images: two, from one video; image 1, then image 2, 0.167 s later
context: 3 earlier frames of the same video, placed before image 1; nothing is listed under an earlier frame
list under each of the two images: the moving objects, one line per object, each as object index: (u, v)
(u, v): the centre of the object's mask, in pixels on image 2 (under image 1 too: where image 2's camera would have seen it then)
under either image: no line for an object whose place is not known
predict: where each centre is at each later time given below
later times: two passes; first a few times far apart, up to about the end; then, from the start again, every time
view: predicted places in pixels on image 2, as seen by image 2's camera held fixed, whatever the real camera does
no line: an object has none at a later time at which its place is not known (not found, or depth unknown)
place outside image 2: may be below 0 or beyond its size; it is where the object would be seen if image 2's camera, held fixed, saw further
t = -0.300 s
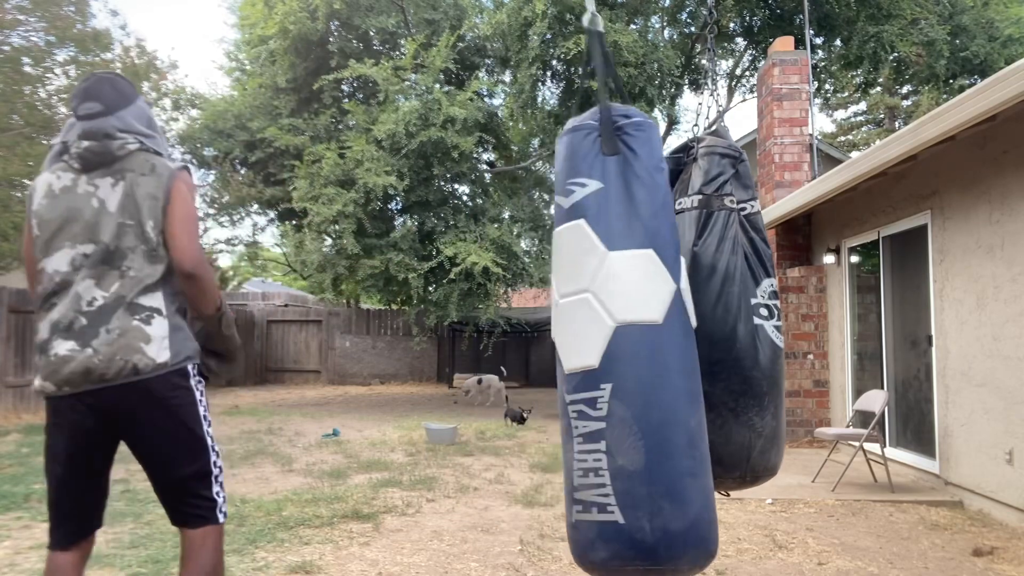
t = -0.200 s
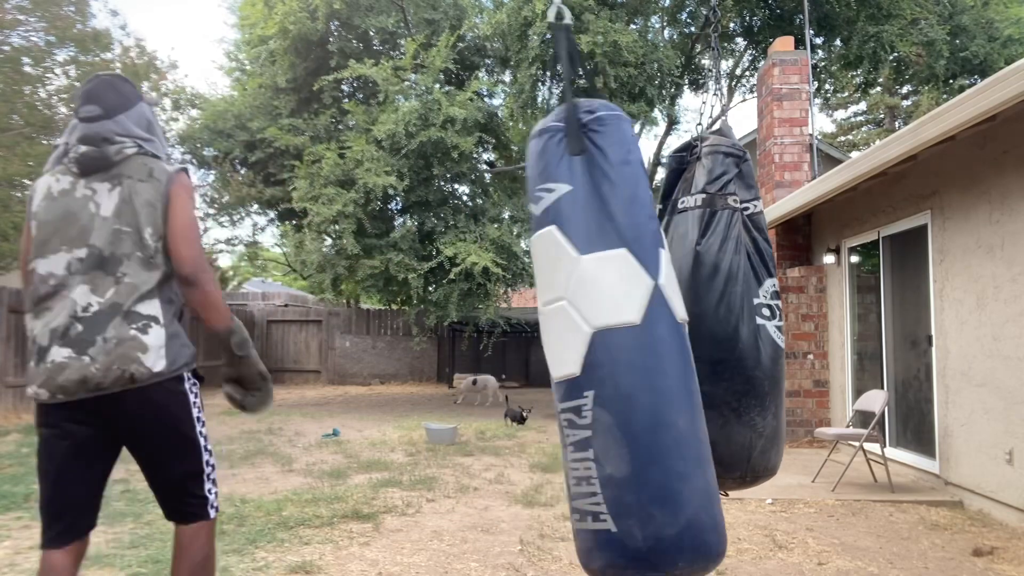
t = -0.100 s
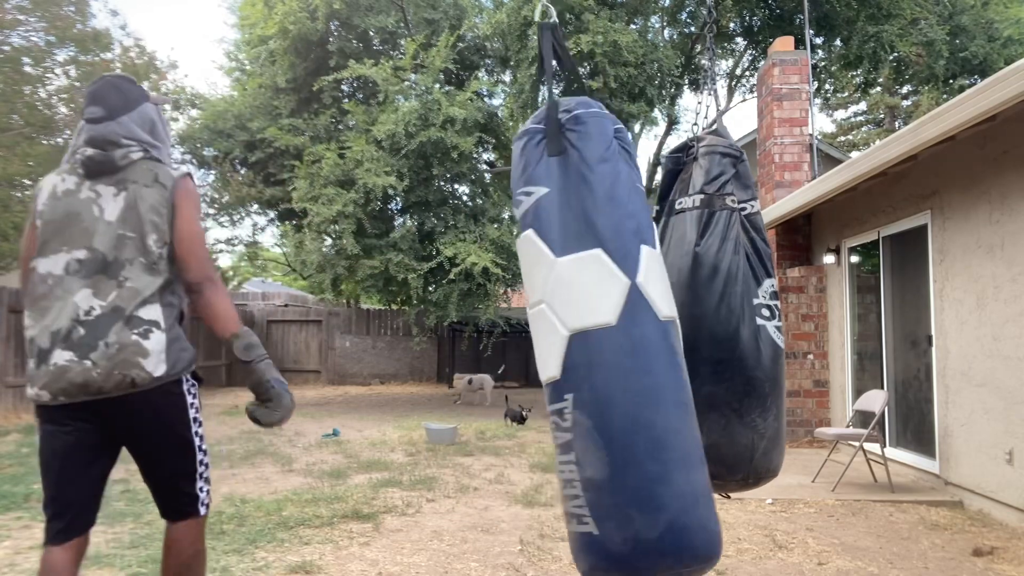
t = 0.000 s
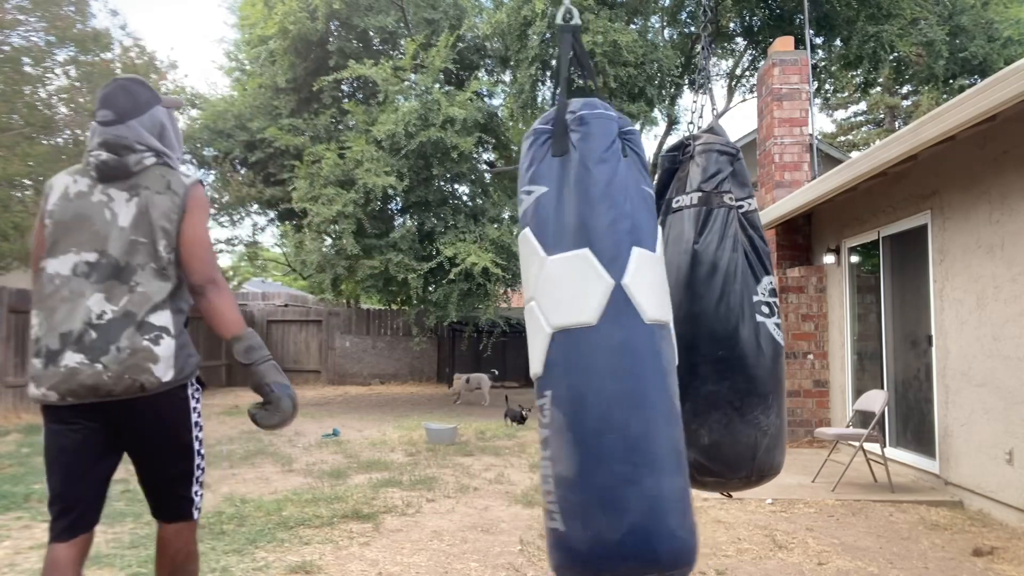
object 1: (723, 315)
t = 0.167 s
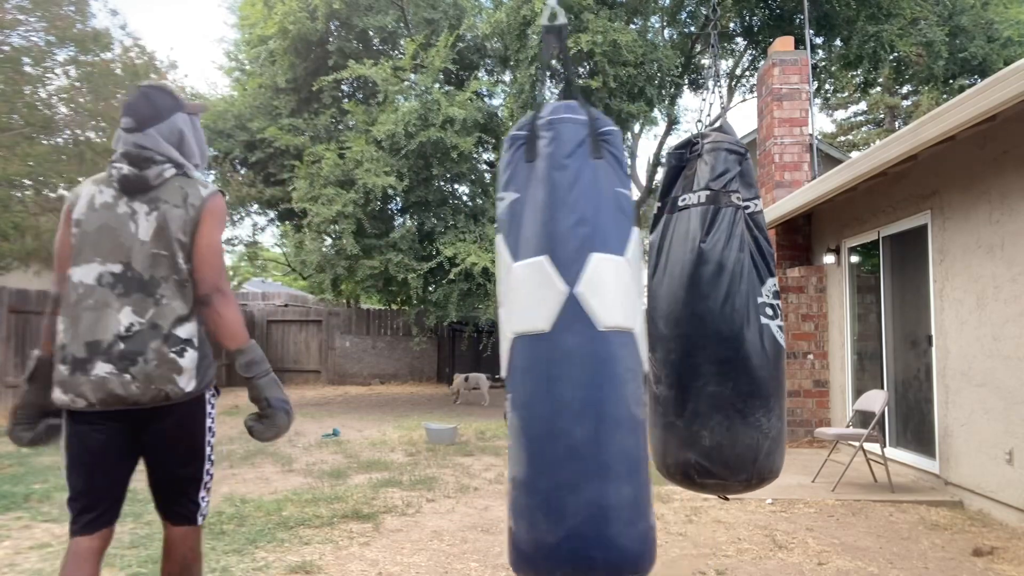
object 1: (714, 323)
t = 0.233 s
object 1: (715, 323)
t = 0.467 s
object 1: (712, 324)
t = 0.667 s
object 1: (713, 324)
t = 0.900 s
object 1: (709, 325)
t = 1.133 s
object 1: (710, 325)
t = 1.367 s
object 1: (708, 325)
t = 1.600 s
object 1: (708, 325)
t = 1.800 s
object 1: (708, 324)
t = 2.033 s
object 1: (708, 324)
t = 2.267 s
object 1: (711, 324)
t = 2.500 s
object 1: (719, 318)
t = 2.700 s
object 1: (728, 314)
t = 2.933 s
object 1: (722, 317)
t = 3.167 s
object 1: (716, 326)
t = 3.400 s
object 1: (714, 327)
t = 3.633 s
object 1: (714, 326)
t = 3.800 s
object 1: (712, 326)
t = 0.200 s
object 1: (715, 323)
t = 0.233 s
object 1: (715, 323)
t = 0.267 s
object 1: (715, 324)
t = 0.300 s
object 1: (714, 324)
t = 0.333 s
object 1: (713, 324)
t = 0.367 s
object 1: (712, 324)
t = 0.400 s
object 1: (711, 324)
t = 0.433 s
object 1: (712, 324)
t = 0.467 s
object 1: (712, 324)
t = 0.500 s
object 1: (712, 324)
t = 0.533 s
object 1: (712, 325)
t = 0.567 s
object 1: (713, 324)
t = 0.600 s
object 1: (713, 323)
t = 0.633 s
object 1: (713, 323)
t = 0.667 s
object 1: (713, 324)
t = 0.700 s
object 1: (712, 324)
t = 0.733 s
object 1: (712, 324)
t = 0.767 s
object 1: (711, 325)
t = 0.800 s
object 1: (710, 324)
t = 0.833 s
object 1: (709, 324)
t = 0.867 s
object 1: (709, 324)
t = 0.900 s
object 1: (709, 325)
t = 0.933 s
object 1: (710, 325)
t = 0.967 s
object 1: (710, 324)
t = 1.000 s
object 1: (711, 324)
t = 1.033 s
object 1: (711, 323)
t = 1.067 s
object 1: (711, 323)
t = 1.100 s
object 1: (710, 324)
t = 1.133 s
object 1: (710, 325)
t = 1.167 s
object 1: (709, 325)
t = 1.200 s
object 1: (708, 325)
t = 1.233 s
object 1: (707, 324)
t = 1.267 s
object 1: (707, 325)
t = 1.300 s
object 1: (707, 325)
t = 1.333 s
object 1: (708, 325)
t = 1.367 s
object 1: (708, 325)
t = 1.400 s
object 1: (709, 324)
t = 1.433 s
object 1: (709, 324)
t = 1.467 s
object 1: (709, 324)
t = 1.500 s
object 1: (709, 324)
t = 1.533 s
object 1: (709, 324)
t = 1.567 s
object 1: (708, 324)
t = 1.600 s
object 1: (708, 325)
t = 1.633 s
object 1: (707, 325)
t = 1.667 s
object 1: (707, 325)
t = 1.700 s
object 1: (707, 324)
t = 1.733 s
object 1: (707, 324)
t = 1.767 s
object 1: (708, 324)
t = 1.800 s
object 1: (708, 324)
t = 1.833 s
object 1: (710, 324)
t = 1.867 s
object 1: (710, 324)
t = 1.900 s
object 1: (710, 324)
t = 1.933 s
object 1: (710, 324)
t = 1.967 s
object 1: (709, 324)
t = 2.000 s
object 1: (709, 324)
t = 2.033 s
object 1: (708, 324)
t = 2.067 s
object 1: (709, 325)
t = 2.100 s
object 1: (709, 325)
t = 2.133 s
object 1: (709, 324)
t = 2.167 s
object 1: (709, 325)
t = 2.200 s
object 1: (710, 324)
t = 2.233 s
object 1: (711, 325)
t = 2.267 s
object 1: (711, 324)
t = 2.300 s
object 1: (712, 324)
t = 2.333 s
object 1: (713, 323)
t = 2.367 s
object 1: (714, 322)
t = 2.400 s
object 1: (715, 321)
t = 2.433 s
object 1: (716, 320)
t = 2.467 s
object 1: (717, 319)
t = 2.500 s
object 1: (719, 318)
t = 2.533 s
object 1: (721, 317)
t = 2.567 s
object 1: (723, 317)
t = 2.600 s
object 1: (725, 317)
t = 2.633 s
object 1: (726, 316)
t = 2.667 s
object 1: (728, 315)
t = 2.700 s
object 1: (728, 314)
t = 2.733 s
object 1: (727, 313)
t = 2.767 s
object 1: (727, 312)
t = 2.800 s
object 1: (726, 313)
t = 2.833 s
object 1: (725, 314)
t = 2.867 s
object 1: (724, 315)
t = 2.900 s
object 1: (723, 316)
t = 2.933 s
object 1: (722, 317)
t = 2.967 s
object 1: (721, 318)
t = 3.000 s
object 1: (721, 320)
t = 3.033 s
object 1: (720, 321)
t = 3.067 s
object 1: (719, 322)
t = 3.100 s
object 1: (718, 324)
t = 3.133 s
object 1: (717, 325)
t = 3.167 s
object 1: (716, 326)
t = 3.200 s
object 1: (716, 326)
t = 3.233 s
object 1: (715, 327)
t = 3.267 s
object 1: (714, 327)
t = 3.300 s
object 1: (714, 327)
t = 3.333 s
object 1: (714, 327)
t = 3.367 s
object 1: (714, 327)
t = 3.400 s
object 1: (714, 327)
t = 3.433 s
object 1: (714, 326)
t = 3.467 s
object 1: (715, 327)
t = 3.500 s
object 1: (715, 327)
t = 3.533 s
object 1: (715, 327)
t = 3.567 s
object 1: (715, 326)
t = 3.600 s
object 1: (715, 326)
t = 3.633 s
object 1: (714, 326)
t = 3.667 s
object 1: (713, 326)
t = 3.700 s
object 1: (712, 327)
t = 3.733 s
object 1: (712, 327)
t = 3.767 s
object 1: (712, 327)
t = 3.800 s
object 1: (712, 326)
